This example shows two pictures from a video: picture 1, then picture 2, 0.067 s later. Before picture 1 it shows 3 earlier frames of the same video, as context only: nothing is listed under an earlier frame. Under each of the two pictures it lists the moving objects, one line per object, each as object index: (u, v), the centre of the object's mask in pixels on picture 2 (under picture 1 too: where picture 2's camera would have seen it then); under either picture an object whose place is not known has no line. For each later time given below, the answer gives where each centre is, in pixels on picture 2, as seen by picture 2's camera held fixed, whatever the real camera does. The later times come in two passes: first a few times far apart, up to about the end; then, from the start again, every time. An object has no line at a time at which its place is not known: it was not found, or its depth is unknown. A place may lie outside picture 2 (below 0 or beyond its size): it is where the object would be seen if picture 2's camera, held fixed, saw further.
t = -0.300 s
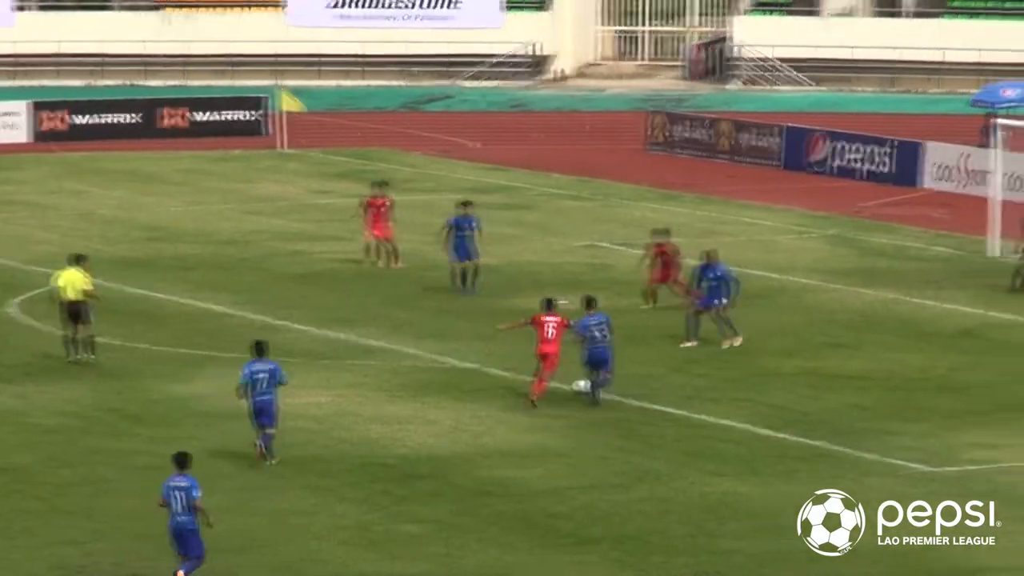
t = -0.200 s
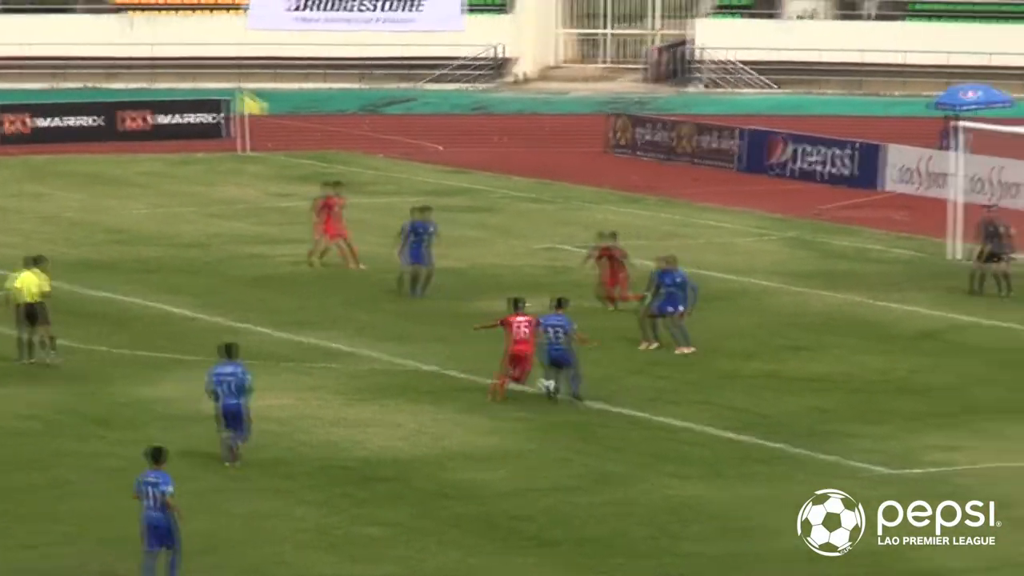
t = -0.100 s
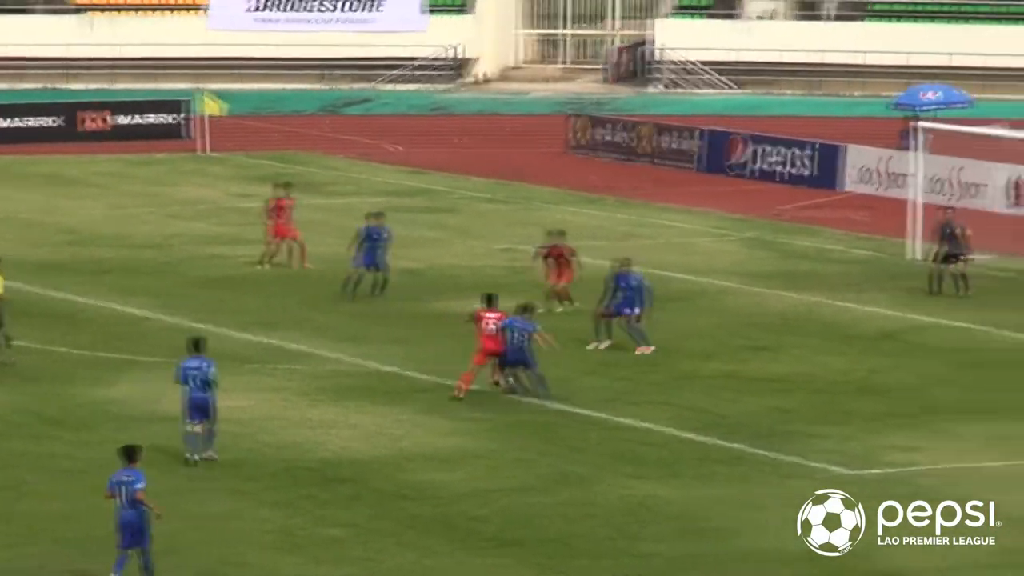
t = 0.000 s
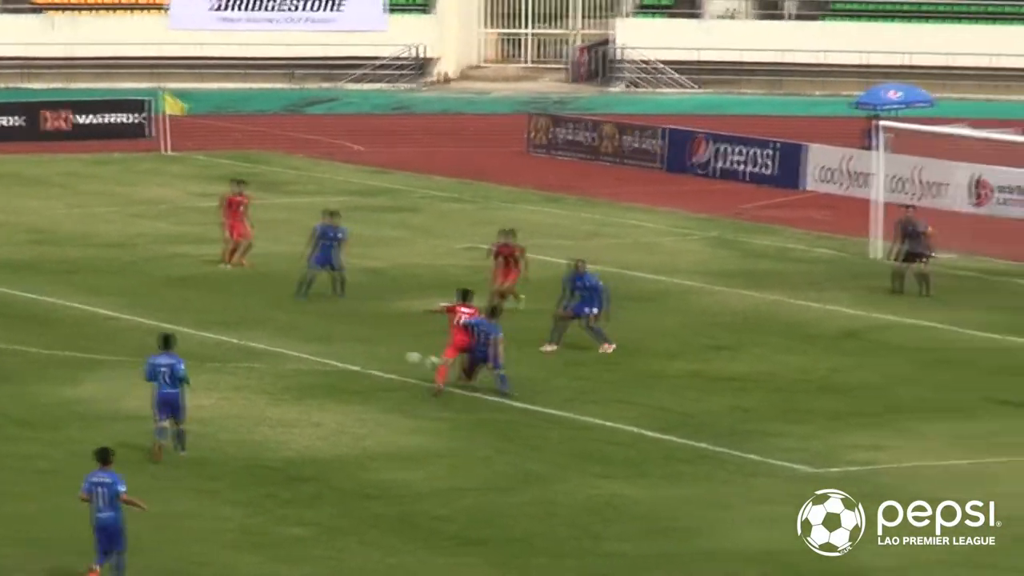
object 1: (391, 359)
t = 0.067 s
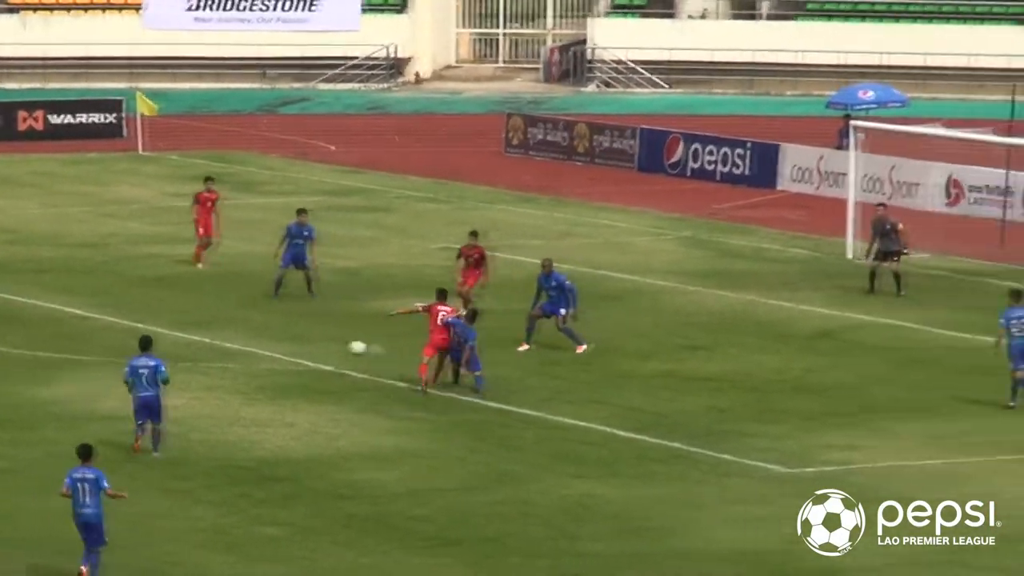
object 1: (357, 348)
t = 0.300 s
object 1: (235, 328)
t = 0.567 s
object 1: (103, 332)
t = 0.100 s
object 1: (341, 343)
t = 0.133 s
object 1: (325, 339)
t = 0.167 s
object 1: (301, 334)
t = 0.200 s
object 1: (287, 332)
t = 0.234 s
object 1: (270, 331)
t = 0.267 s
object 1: (250, 329)
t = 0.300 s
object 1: (235, 328)
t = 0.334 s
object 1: (218, 329)
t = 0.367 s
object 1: (198, 330)
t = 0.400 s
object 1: (183, 330)
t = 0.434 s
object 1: (170, 333)
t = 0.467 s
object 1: (147, 336)
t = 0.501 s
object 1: (132, 338)
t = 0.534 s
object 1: (121, 336)
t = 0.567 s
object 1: (103, 332)
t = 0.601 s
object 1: (91, 331)
